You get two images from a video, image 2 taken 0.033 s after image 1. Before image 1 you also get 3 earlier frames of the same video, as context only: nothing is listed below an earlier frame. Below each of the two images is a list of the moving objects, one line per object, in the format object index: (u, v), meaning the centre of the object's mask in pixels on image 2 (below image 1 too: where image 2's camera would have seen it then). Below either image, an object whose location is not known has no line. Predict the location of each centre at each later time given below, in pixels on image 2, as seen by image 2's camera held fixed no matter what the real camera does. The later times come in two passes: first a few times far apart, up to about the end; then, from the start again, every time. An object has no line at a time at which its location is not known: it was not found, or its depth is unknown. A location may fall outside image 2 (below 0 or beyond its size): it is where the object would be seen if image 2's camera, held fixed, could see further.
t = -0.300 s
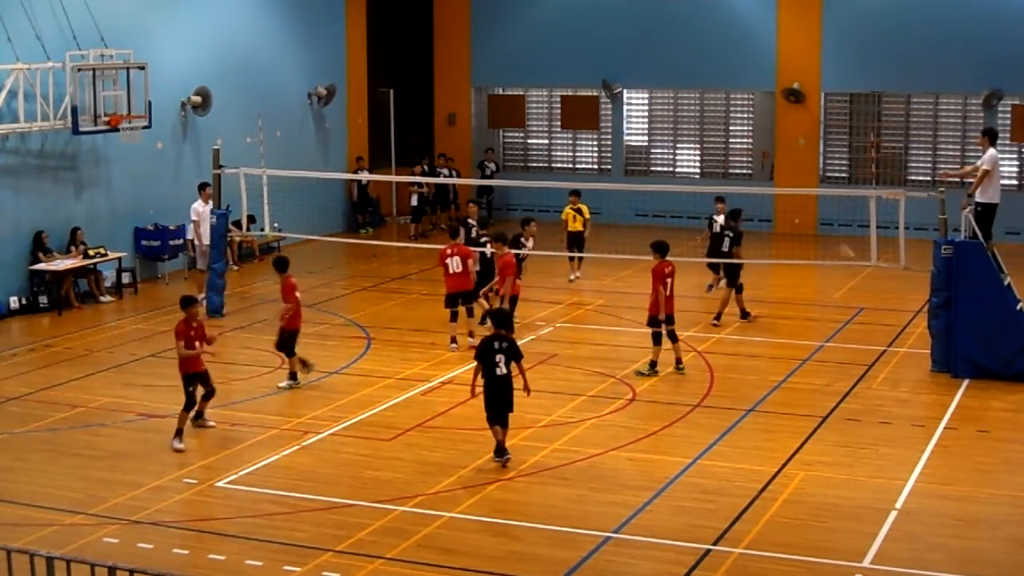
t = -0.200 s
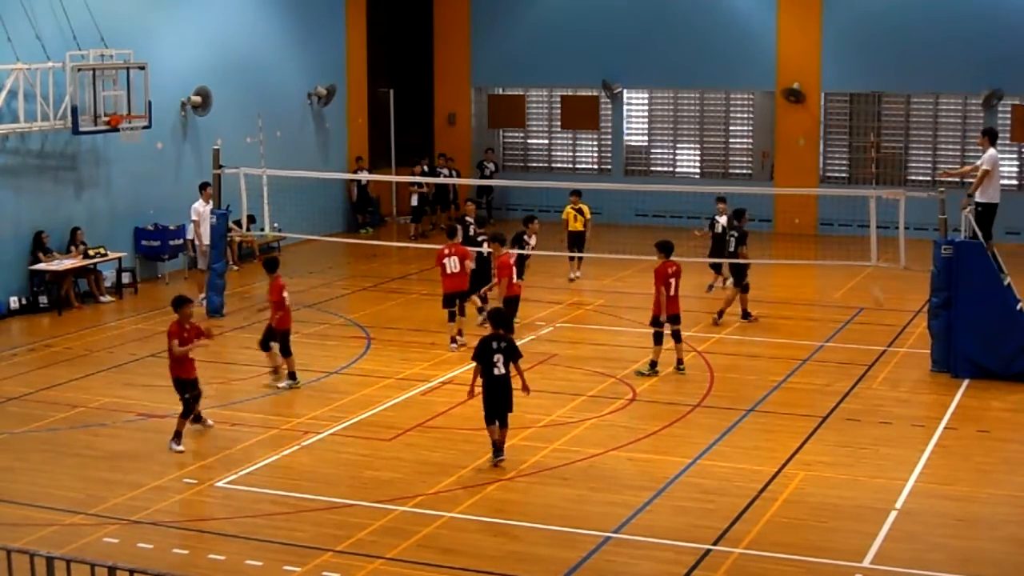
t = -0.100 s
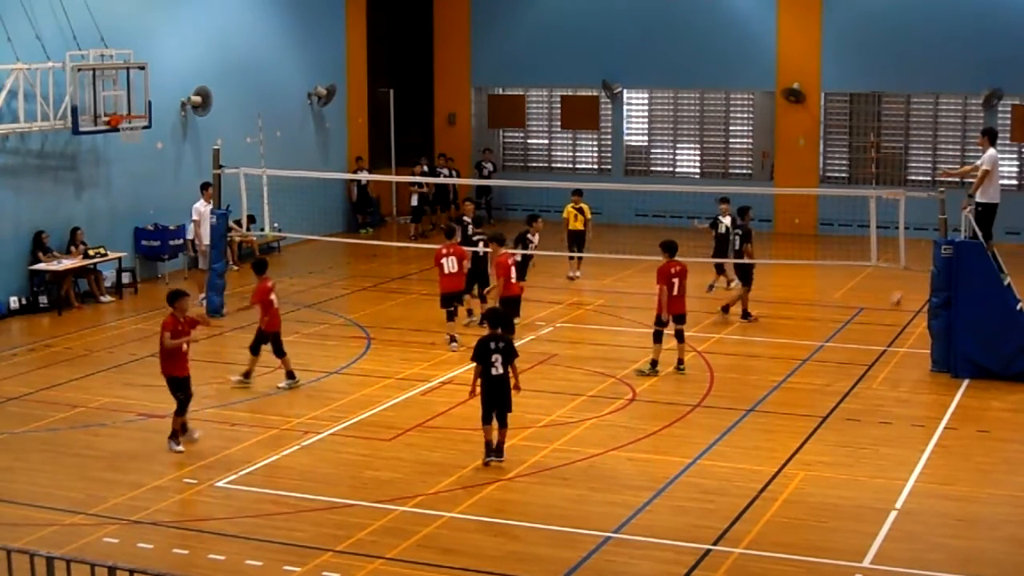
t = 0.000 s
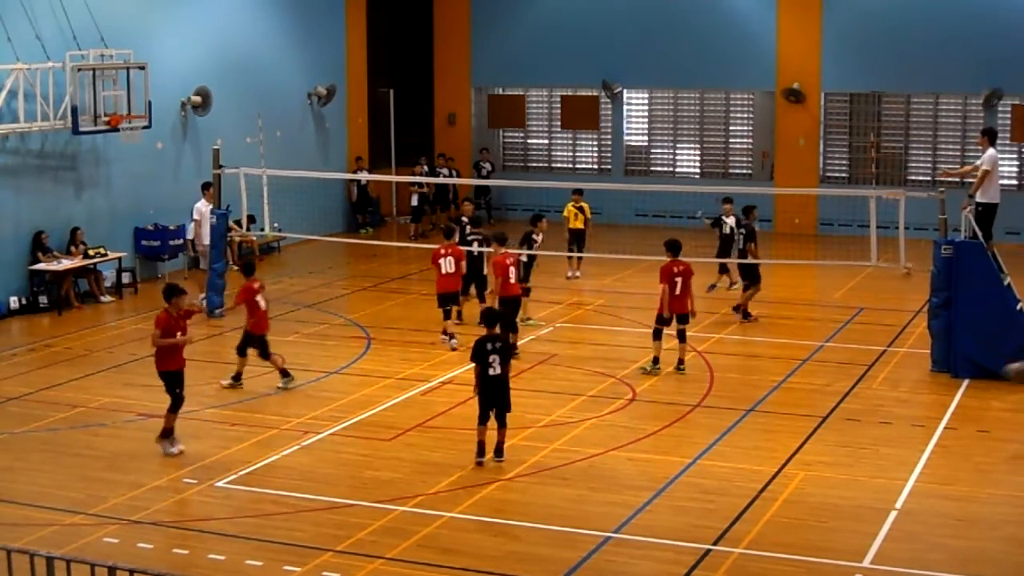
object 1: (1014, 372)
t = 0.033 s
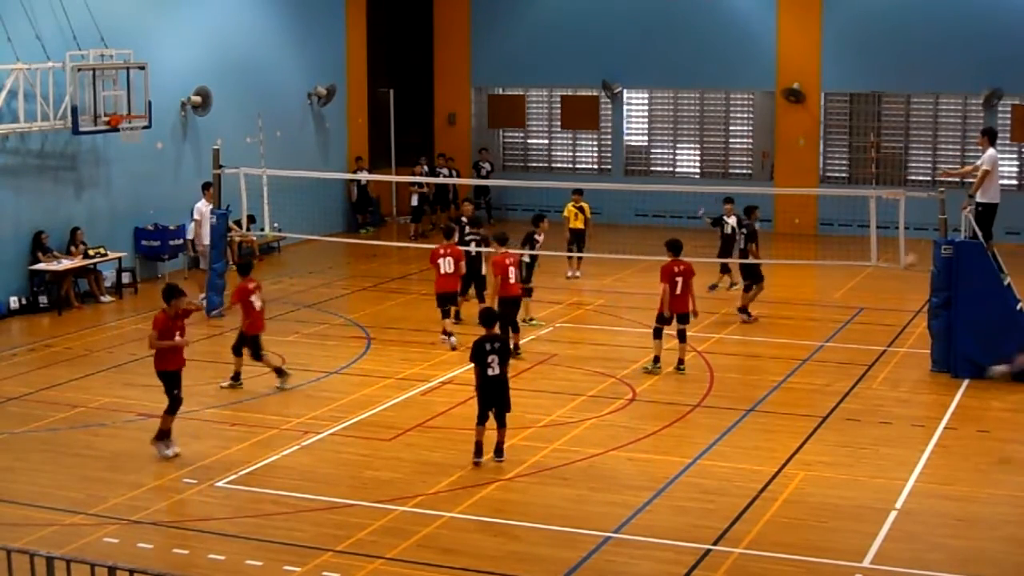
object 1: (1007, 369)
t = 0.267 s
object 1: (880, 422)
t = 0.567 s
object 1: (735, 450)
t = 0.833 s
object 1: (621, 461)
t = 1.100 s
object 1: (500, 516)
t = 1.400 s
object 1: (359, 517)
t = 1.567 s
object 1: (280, 566)
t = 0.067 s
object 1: (984, 375)
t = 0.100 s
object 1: (969, 379)
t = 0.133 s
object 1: (952, 385)
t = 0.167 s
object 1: (933, 394)
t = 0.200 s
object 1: (915, 403)
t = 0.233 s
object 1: (897, 413)
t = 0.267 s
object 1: (880, 422)
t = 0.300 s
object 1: (862, 433)
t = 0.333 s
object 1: (843, 446)
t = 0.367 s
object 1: (824, 460)
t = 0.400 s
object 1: (805, 478)
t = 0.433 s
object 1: (789, 472)
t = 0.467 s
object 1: (776, 465)
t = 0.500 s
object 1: (762, 458)
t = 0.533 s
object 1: (749, 454)
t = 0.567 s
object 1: (735, 450)
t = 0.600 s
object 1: (722, 446)
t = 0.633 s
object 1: (707, 445)
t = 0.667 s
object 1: (693, 444)
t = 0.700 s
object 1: (679, 445)
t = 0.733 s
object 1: (665, 447)
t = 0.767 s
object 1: (650, 450)
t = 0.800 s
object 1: (636, 455)
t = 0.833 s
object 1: (621, 461)
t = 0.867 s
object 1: (606, 468)
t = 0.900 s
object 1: (591, 476)
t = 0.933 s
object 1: (576, 486)
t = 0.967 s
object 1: (562, 497)
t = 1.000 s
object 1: (547, 509)
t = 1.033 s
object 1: (530, 527)
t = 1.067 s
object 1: (516, 525)
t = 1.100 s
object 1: (500, 516)
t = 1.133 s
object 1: (486, 510)
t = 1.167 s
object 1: (470, 506)
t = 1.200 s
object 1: (454, 504)
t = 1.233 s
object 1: (439, 503)
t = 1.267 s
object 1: (422, 503)
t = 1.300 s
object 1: (408, 504)
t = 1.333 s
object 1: (390, 507)
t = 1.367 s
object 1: (375, 512)
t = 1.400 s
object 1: (359, 517)
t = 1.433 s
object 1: (344, 524)
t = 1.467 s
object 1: (327, 533)
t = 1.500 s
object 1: (311, 543)
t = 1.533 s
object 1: (296, 553)
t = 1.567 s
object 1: (280, 566)
